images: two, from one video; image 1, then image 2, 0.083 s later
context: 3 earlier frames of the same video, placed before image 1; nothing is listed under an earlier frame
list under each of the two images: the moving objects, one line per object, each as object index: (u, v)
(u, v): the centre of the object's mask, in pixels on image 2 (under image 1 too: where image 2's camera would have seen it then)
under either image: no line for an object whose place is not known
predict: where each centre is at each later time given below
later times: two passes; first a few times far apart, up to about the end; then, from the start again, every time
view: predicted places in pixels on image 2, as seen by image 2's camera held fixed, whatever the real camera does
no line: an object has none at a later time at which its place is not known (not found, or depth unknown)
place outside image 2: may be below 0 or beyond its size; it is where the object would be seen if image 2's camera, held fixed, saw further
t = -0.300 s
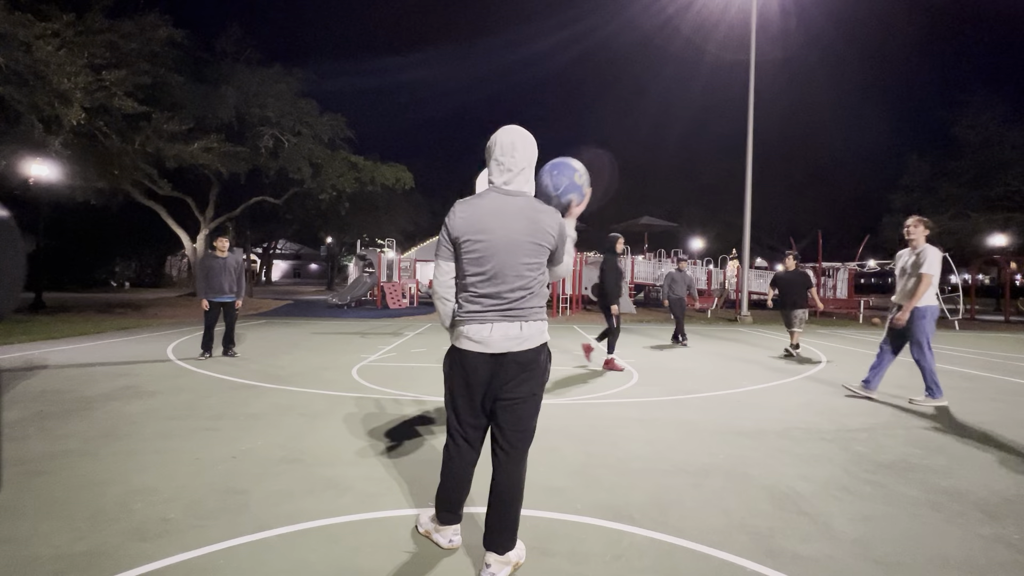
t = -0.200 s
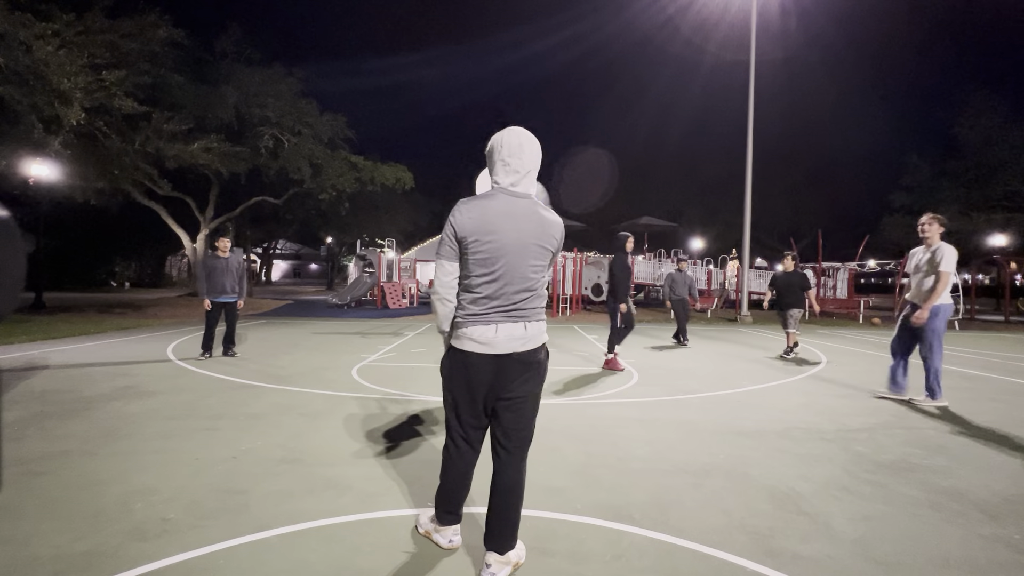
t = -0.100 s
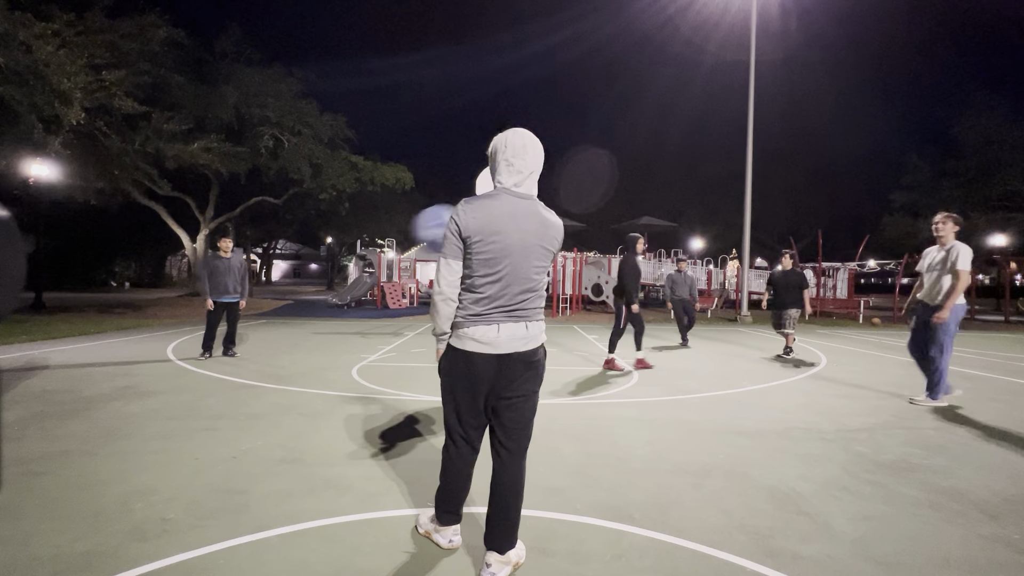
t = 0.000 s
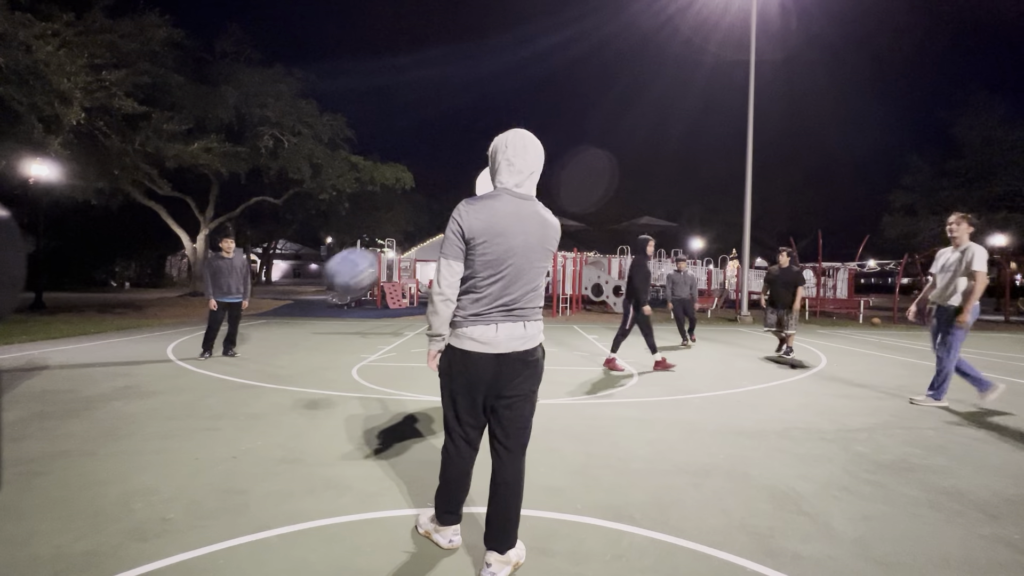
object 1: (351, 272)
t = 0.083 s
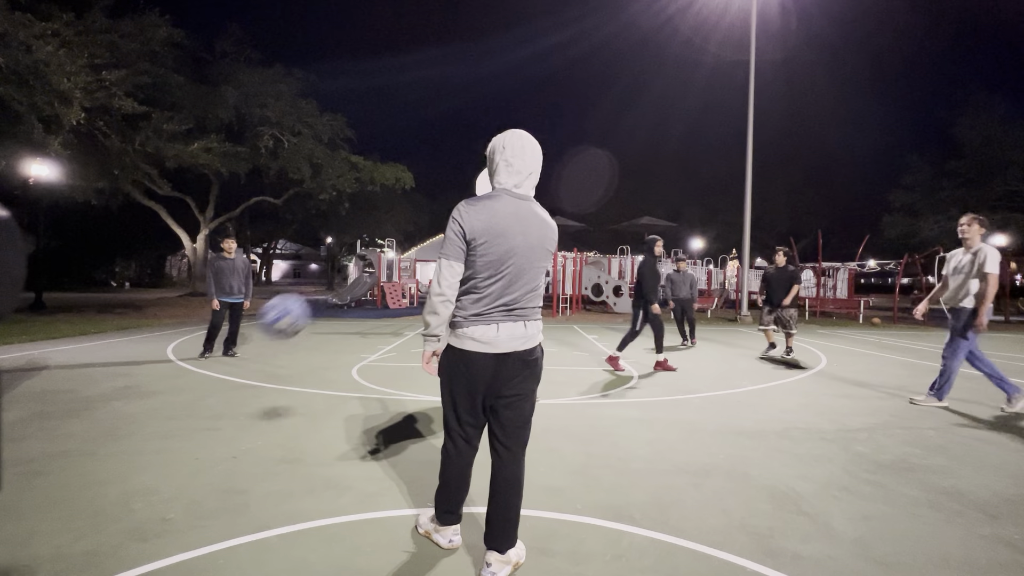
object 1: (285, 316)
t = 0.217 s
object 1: (189, 405)
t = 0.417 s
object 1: (116, 358)
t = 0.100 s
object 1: (272, 326)
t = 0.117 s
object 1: (260, 336)
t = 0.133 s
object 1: (247, 347)
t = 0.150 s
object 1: (235, 357)
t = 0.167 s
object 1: (223, 370)
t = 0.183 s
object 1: (211, 381)
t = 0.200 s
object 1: (198, 395)
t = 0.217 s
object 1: (189, 405)
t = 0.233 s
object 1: (178, 419)
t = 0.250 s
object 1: (167, 434)
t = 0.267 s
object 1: (156, 445)
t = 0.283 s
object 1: (151, 441)
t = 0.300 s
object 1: (148, 433)
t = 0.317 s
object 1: (141, 418)
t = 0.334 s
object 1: (136, 405)
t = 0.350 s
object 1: (132, 395)
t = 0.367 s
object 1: (128, 384)
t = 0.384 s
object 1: (124, 376)
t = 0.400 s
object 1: (120, 366)
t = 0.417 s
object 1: (116, 358)
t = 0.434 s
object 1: (111, 349)
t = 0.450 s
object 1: (107, 341)
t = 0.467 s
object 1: (103, 334)
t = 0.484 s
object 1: (99, 328)
